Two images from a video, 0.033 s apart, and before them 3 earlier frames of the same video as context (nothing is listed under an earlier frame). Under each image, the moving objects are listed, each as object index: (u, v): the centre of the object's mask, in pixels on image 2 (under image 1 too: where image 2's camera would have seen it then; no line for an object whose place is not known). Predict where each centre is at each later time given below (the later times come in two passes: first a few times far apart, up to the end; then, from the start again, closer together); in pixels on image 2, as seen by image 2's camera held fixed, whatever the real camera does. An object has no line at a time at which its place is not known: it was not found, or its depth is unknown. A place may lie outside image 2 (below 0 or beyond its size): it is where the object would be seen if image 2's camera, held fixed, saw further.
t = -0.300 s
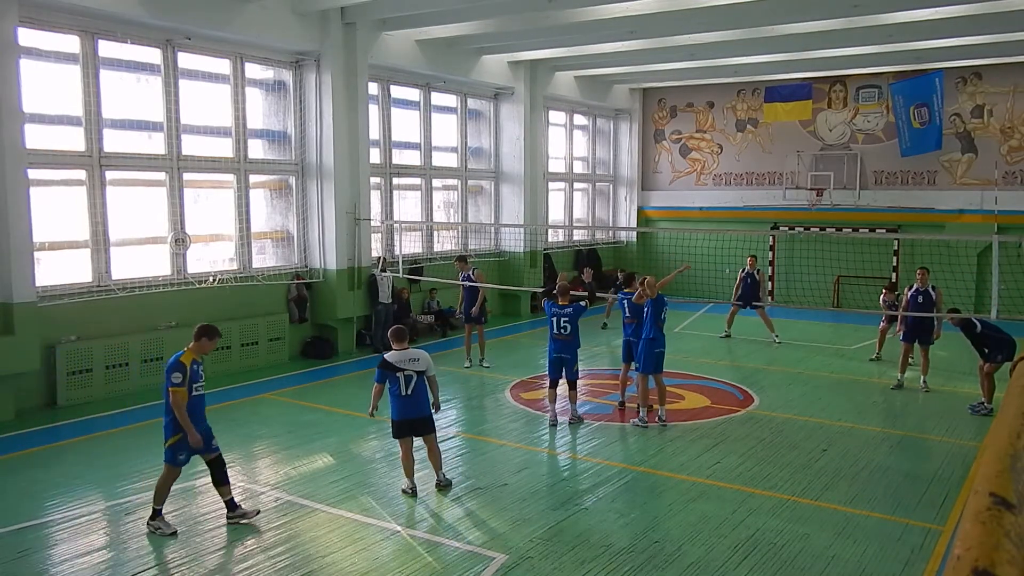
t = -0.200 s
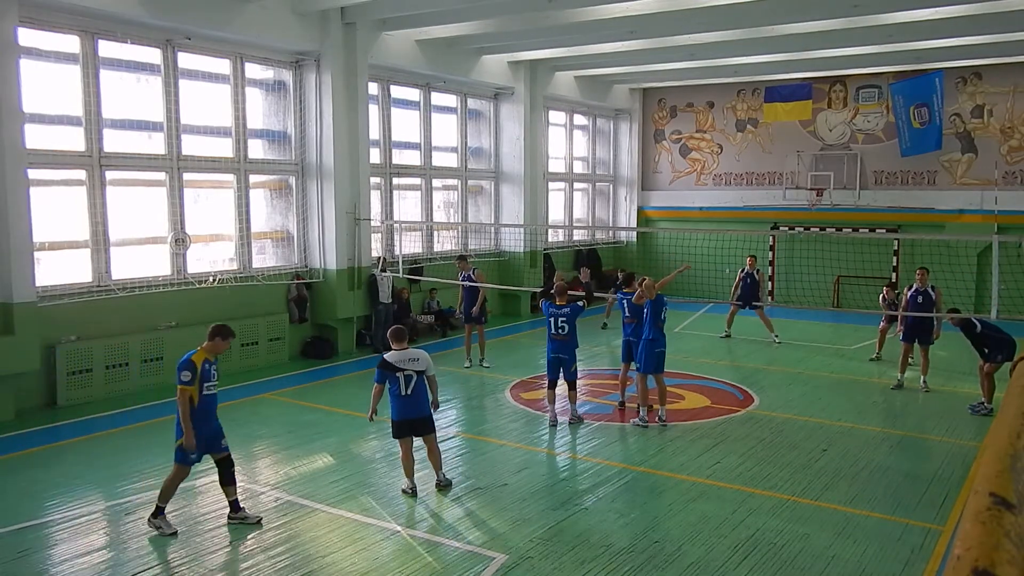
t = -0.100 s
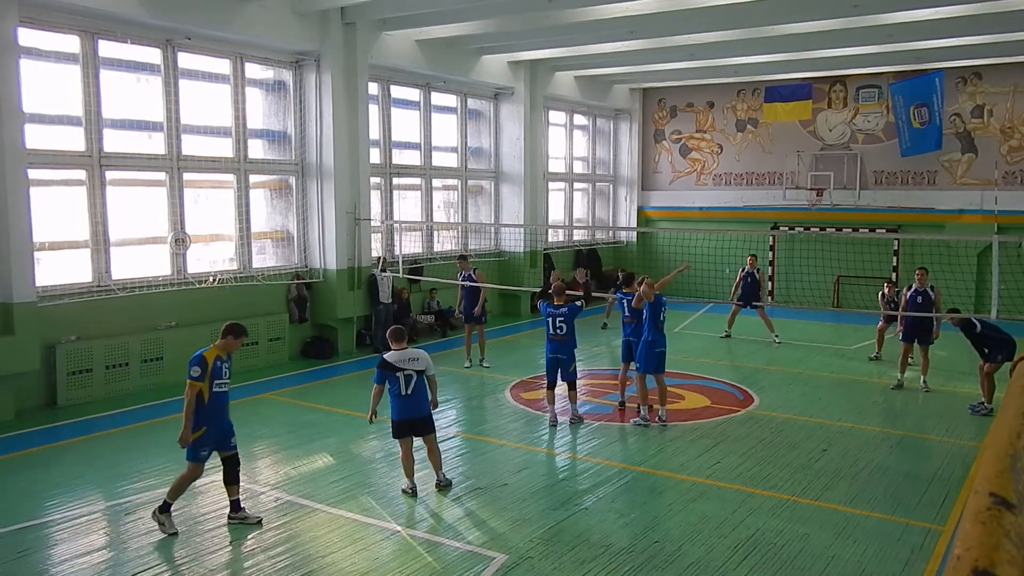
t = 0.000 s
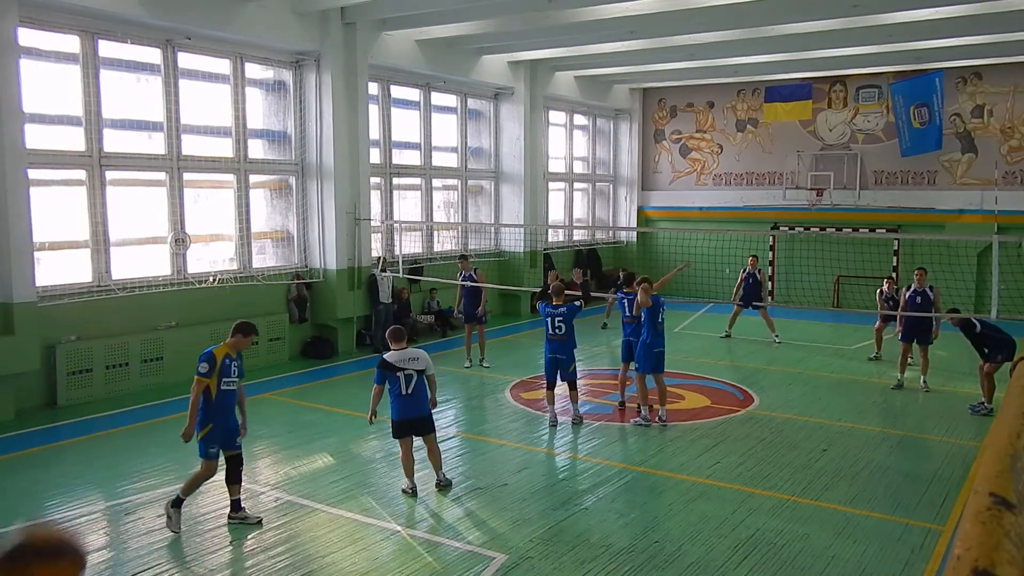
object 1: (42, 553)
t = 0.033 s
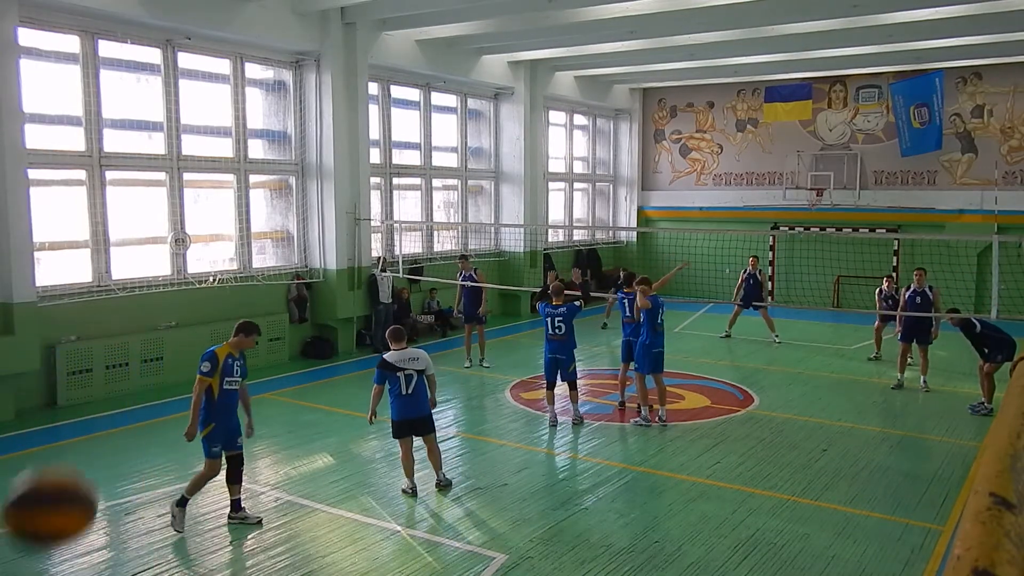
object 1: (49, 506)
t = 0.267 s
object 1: (118, 265)
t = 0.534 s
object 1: (191, 235)
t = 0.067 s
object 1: (59, 458)
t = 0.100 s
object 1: (69, 414)
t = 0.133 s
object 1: (79, 376)
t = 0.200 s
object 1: (98, 313)
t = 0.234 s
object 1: (109, 288)
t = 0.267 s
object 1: (118, 265)
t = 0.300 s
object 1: (128, 247)
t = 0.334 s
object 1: (137, 233)
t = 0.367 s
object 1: (146, 224)
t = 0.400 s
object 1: (156, 218)
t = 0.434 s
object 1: (165, 217)
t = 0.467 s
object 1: (174, 219)
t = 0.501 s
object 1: (183, 226)
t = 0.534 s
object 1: (191, 235)
